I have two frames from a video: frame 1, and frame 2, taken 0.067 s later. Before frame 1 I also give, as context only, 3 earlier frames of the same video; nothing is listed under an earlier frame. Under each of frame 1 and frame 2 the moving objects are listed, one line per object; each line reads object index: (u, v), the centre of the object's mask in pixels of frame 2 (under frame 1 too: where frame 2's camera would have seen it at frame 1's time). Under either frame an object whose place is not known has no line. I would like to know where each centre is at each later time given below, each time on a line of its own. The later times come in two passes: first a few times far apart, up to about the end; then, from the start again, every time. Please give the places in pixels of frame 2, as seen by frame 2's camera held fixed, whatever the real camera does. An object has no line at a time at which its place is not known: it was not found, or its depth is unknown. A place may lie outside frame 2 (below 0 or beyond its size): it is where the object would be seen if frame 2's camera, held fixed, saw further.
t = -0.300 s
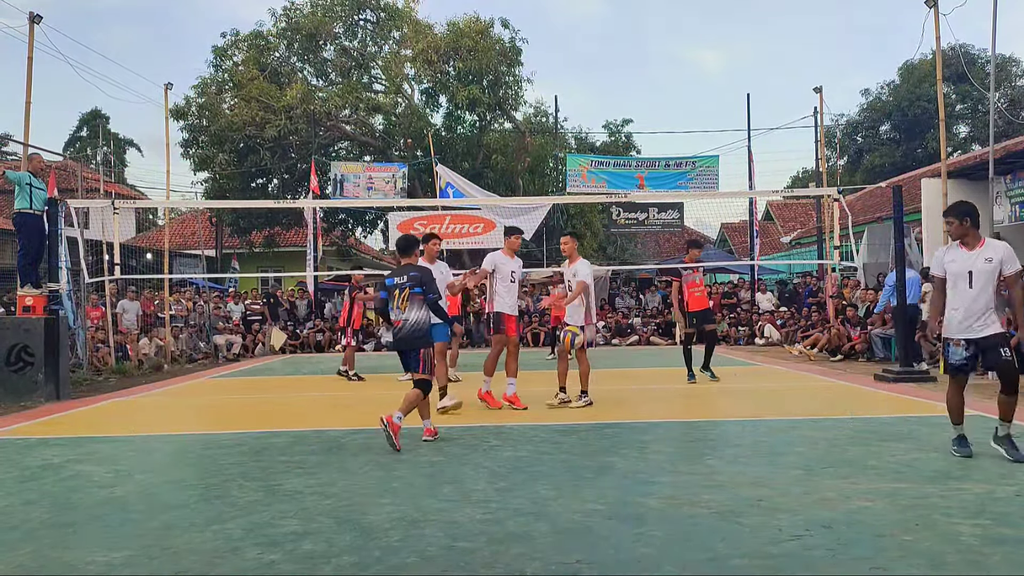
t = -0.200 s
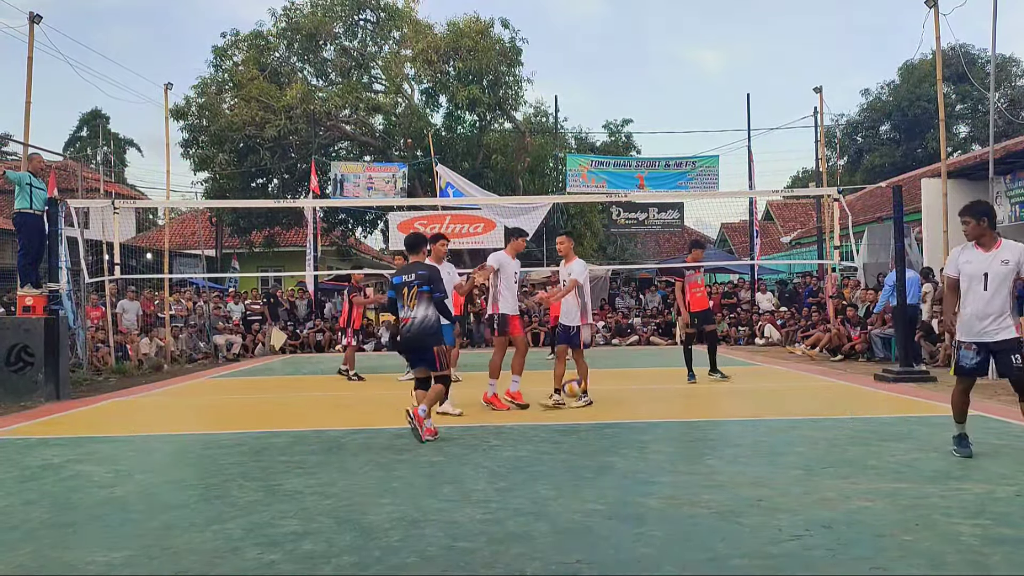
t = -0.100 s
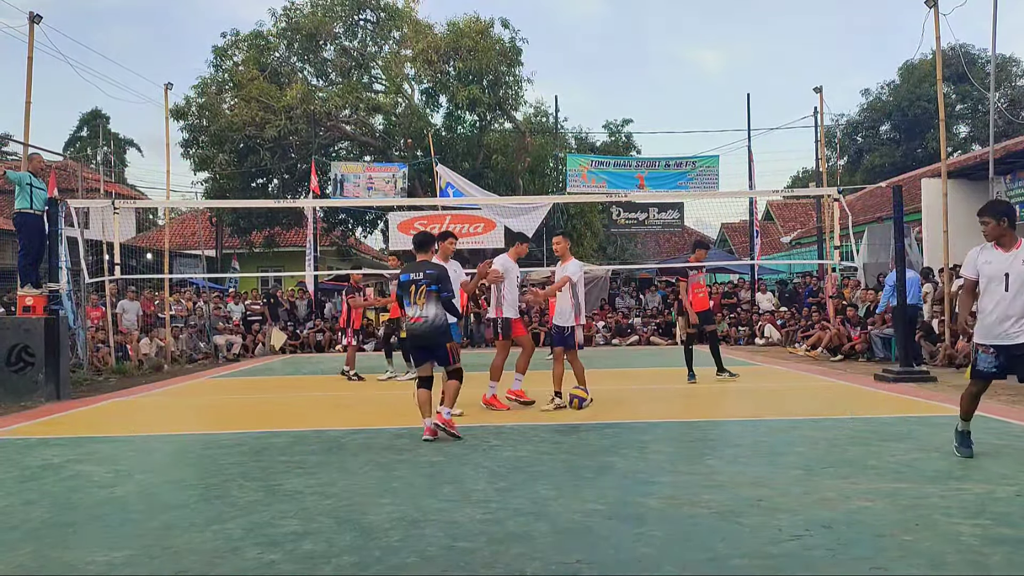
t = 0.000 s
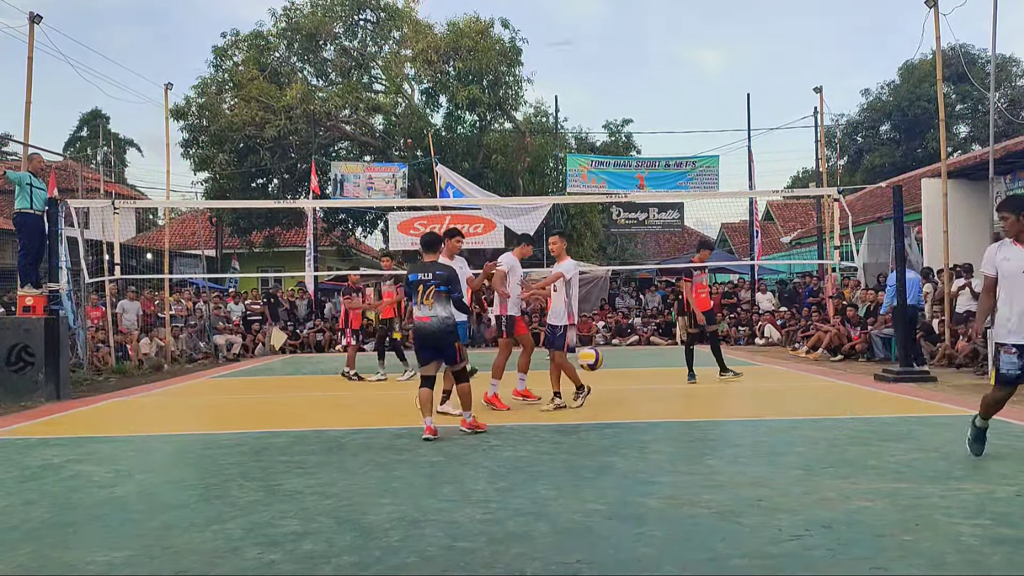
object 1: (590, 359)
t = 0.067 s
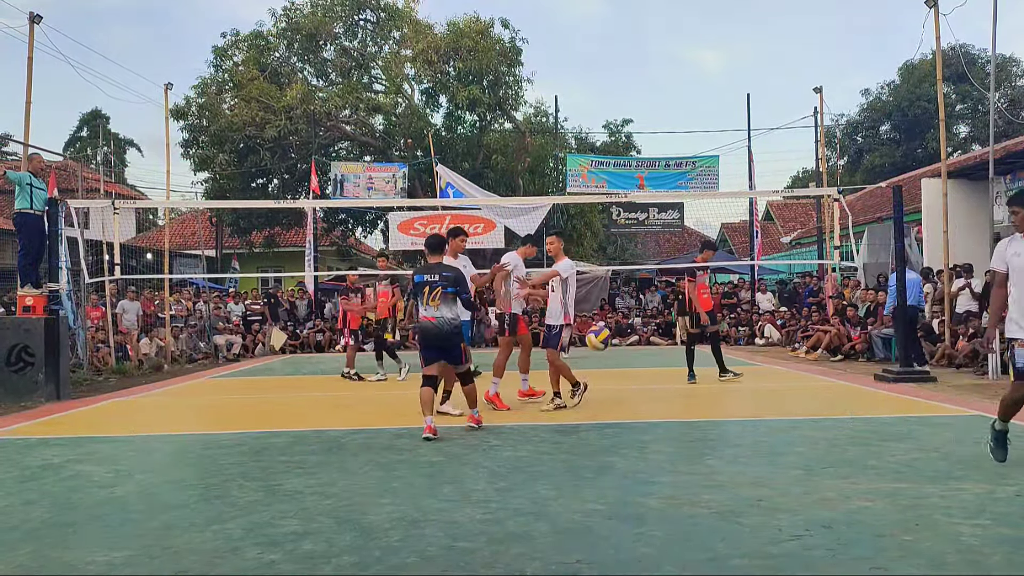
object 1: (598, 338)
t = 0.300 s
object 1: (631, 305)
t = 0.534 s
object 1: (670, 343)
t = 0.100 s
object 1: (602, 330)
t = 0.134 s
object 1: (607, 323)
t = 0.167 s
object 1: (611, 316)
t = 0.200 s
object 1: (616, 312)
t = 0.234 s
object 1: (621, 308)
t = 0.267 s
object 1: (626, 305)
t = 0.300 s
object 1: (631, 305)
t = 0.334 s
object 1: (636, 305)
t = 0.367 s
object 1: (641, 308)
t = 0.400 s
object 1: (646, 311)
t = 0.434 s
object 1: (652, 318)
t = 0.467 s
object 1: (658, 324)
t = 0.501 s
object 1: (664, 333)
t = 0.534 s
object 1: (670, 343)
